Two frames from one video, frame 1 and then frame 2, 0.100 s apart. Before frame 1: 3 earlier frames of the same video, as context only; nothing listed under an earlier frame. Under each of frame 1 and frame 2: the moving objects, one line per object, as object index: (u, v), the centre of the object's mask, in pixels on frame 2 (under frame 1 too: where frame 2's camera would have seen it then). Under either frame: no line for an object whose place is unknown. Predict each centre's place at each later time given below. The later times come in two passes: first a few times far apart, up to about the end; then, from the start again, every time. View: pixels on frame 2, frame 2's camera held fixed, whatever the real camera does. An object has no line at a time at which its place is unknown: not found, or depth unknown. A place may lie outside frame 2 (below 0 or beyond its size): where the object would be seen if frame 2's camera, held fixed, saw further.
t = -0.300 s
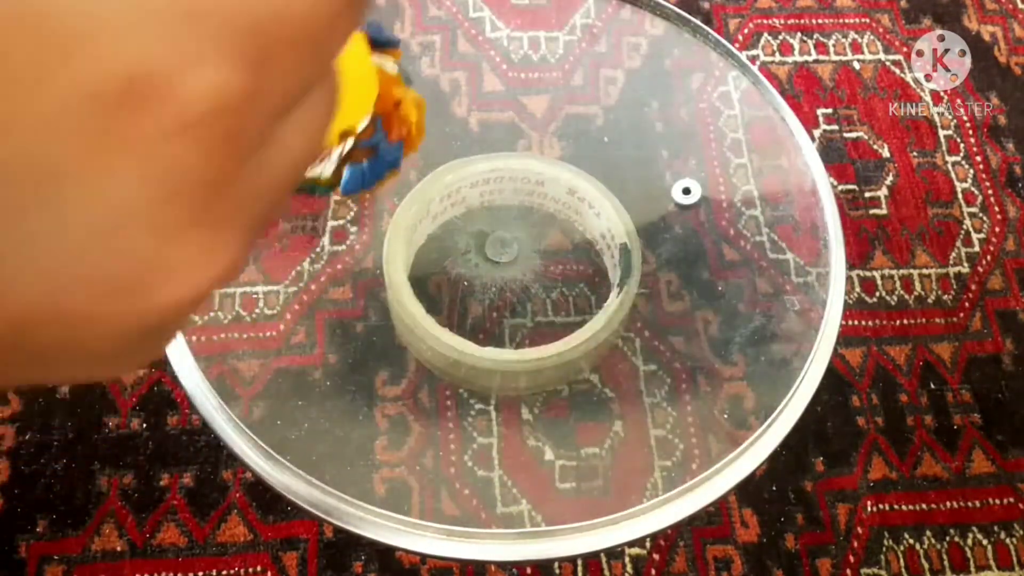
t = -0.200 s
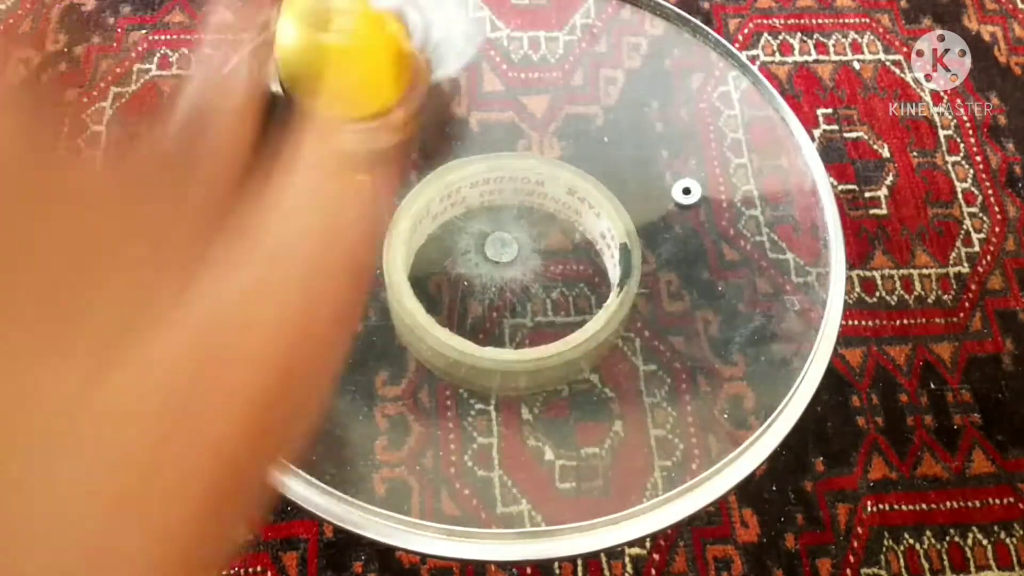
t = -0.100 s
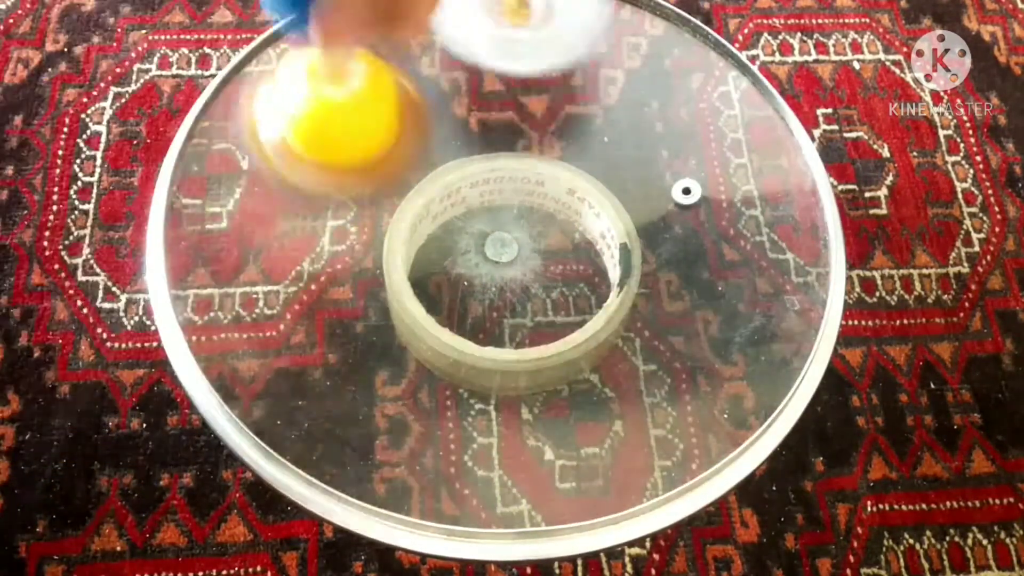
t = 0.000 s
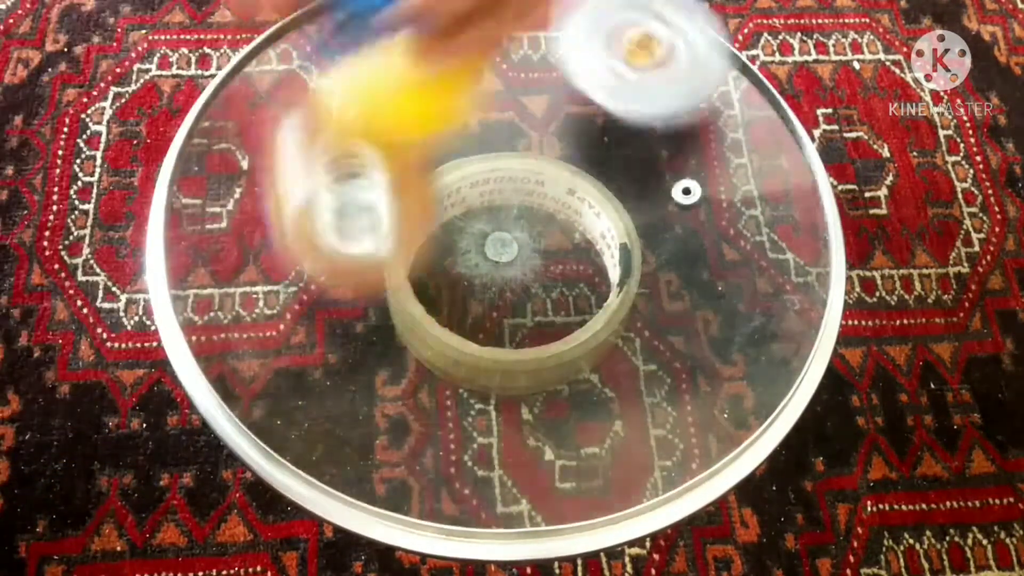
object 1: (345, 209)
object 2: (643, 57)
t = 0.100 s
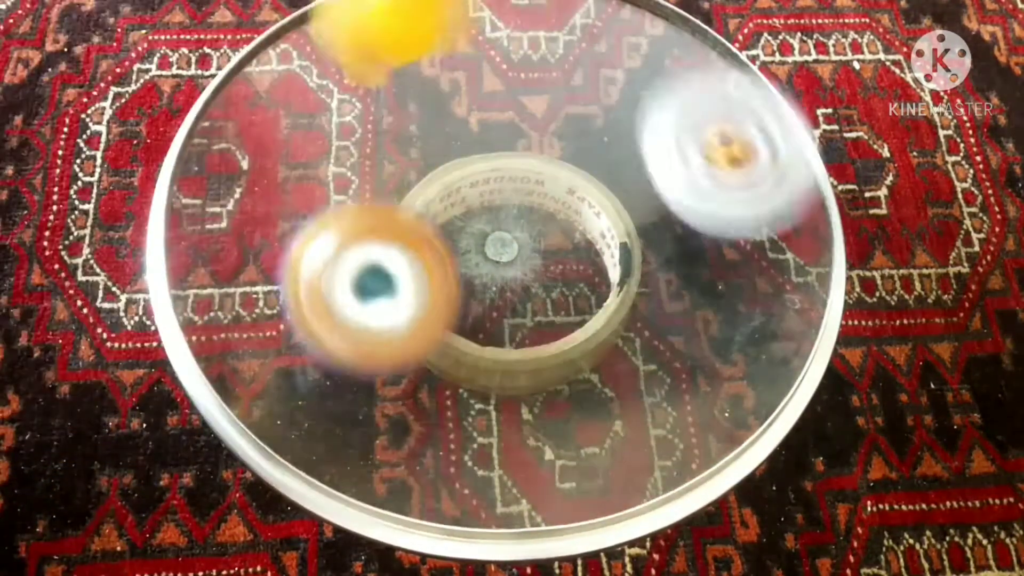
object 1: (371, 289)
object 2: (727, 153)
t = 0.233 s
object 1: (390, 357)
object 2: (687, 321)
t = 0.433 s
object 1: (264, 348)
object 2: (512, 391)
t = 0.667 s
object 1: (254, 61)
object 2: (431, 212)
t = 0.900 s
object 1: (535, 13)
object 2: (730, 188)
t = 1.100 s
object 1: (605, 205)
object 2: (692, 370)
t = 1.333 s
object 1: (273, 140)
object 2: (375, 418)
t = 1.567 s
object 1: (505, 89)
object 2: (528, 286)
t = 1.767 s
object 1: (613, 141)
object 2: (740, 317)
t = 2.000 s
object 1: (406, 331)
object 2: (710, 182)
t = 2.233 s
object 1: (262, 172)
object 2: (532, 101)
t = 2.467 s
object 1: (406, 162)
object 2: (497, 32)
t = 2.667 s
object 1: (481, 272)
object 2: (492, 131)
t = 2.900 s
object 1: (507, 341)
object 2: (455, 225)
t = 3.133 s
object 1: (516, 357)
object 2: (424, 248)
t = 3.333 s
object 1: (553, 329)
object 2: (400, 272)
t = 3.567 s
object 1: (573, 248)
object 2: (418, 291)
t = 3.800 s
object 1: (618, 172)
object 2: (467, 309)
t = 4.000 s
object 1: (646, 136)
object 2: (445, 292)
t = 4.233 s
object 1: (653, 141)
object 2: (431, 287)
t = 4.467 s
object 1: (562, 174)
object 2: (455, 296)
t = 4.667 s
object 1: (462, 142)
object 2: (452, 298)
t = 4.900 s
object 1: (428, 86)
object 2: (454, 298)
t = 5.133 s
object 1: (442, 95)
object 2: (465, 303)
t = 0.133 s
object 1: (377, 311)
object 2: (735, 198)
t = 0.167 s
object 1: (381, 324)
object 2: (732, 242)
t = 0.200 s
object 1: (387, 345)
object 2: (716, 285)
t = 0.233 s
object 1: (390, 357)
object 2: (687, 321)
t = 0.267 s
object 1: (392, 368)
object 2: (649, 353)
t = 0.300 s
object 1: (391, 374)
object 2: (606, 376)
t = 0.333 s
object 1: (360, 382)
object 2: (581, 386)
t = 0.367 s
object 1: (317, 382)
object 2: (568, 391)
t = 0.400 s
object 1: (278, 376)
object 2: (544, 394)
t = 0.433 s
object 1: (264, 348)
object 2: (512, 391)
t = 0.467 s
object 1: (257, 323)
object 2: (474, 383)
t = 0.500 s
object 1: (251, 288)
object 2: (435, 366)
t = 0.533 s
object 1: (241, 244)
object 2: (410, 342)
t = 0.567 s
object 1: (223, 194)
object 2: (403, 313)
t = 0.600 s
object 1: (217, 148)
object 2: (404, 281)
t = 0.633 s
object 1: (223, 101)
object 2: (414, 245)
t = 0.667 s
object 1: (254, 61)
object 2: (431, 212)
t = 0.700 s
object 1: (300, 44)
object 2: (453, 183)
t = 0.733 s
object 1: (356, 35)
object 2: (478, 159)
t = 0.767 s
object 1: (413, 34)
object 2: (514, 139)
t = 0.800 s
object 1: (450, 27)
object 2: (573, 144)
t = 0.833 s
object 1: (482, 14)
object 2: (636, 157)
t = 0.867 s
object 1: (513, 8)
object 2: (691, 171)
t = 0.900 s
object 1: (535, 13)
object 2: (730, 188)
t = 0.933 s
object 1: (564, 21)
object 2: (771, 208)
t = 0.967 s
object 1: (592, 43)
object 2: (798, 234)
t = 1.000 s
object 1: (612, 75)
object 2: (781, 258)
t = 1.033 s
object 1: (633, 128)
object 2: (739, 293)
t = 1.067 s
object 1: (641, 185)
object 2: (723, 339)
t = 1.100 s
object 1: (605, 205)
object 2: (692, 370)
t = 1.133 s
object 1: (559, 223)
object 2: (619, 366)
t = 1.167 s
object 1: (513, 242)
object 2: (519, 376)
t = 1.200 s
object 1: (478, 258)
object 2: (428, 408)
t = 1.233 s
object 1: (425, 264)
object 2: (377, 422)
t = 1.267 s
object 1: (376, 249)
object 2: (359, 396)
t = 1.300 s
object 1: (317, 188)
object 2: (364, 408)
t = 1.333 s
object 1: (273, 140)
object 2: (375, 418)
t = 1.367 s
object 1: (243, 93)
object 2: (397, 400)
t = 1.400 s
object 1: (276, 61)
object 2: (417, 380)
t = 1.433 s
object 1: (321, 53)
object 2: (437, 357)
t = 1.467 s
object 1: (369, 54)
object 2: (461, 337)
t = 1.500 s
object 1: (411, 56)
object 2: (483, 319)
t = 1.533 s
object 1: (454, 68)
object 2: (507, 300)
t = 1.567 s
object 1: (505, 89)
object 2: (528, 286)
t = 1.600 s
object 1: (555, 117)
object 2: (552, 273)
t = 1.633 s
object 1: (599, 144)
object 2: (576, 276)
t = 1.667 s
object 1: (613, 136)
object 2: (632, 301)
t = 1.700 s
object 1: (616, 132)
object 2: (682, 318)
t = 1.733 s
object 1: (616, 132)
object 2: (716, 322)
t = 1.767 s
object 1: (613, 141)
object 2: (740, 317)
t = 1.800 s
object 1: (605, 160)
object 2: (754, 302)
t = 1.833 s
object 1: (592, 184)
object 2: (761, 284)
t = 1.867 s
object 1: (574, 216)
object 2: (760, 266)
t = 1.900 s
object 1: (544, 252)
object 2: (753, 243)
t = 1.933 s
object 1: (510, 283)
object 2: (743, 224)
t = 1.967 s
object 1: (460, 313)
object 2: (729, 201)
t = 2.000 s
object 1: (406, 331)
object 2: (710, 182)
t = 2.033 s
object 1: (353, 341)
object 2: (687, 165)
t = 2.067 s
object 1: (297, 338)
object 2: (662, 150)
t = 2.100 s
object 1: (249, 320)
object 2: (634, 134)
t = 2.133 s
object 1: (229, 285)
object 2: (609, 122)
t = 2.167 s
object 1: (239, 252)
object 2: (582, 114)
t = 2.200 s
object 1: (245, 212)
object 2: (556, 105)
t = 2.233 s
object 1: (262, 172)
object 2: (532, 101)
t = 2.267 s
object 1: (293, 133)
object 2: (509, 97)
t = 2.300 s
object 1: (328, 103)
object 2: (488, 87)
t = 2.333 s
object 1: (340, 100)
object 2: (487, 64)
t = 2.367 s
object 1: (348, 109)
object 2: (492, 42)
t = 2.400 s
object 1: (364, 123)
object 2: (500, 33)
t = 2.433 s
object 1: (385, 143)
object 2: (499, 29)
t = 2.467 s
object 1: (406, 162)
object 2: (497, 32)
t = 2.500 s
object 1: (425, 183)
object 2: (493, 40)
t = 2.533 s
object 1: (440, 203)
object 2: (490, 50)
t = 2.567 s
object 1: (456, 226)
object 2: (489, 63)
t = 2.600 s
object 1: (467, 243)
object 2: (490, 80)
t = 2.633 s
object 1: (478, 259)
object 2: (490, 107)
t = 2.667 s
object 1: (481, 272)
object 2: (492, 131)
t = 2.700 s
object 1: (481, 280)
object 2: (496, 149)
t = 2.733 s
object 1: (481, 283)
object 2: (500, 165)
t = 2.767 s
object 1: (482, 294)
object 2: (506, 181)
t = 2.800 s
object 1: (484, 305)
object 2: (504, 191)
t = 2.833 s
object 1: (493, 321)
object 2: (488, 201)
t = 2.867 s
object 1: (501, 329)
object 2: (468, 212)
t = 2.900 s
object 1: (507, 341)
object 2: (455, 225)
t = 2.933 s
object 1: (514, 350)
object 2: (446, 234)
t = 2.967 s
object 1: (518, 354)
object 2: (439, 240)
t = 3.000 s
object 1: (521, 357)
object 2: (433, 244)
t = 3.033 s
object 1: (522, 358)
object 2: (430, 247)
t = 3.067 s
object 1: (520, 359)
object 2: (428, 248)
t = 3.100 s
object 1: (517, 359)
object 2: (425, 247)
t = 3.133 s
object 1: (516, 357)
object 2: (424, 248)
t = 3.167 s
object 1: (526, 355)
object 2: (418, 251)
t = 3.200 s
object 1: (537, 353)
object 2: (411, 258)
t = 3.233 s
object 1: (544, 351)
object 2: (405, 265)
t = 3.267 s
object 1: (548, 346)
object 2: (401, 268)
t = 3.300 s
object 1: (551, 338)
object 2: (403, 272)
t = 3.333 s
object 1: (553, 329)
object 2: (400, 272)
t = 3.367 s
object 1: (553, 320)
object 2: (401, 275)
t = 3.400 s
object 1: (552, 310)
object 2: (399, 274)
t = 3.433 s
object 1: (554, 298)
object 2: (403, 277)
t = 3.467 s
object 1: (557, 285)
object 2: (408, 279)
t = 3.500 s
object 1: (562, 273)
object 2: (409, 282)
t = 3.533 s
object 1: (567, 260)
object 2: (413, 287)
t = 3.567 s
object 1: (573, 248)
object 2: (418, 291)
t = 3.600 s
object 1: (580, 237)
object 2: (423, 293)
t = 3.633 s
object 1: (586, 225)
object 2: (430, 295)
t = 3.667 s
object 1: (592, 213)
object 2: (439, 296)
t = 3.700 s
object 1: (598, 202)
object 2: (449, 299)
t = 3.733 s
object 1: (605, 191)
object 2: (458, 303)
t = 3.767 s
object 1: (612, 181)
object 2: (464, 307)
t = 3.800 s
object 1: (618, 172)
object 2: (467, 309)
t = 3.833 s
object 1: (626, 164)
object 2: (467, 309)
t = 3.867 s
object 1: (630, 157)
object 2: (466, 307)
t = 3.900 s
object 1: (636, 150)
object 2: (463, 305)
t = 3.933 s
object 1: (640, 145)
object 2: (458, 300)
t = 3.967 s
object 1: (644, 139)
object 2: (452, 296)
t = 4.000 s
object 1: (646, 136)
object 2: (445, 292)
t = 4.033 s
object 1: (649, 132)
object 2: (440, 290)
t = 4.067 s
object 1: (650, 130)
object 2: (436, 289)
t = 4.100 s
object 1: (652, 129)
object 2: (433, 288)
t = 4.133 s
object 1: (654, 130)
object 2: (431, 287)
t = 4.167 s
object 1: (655, 132)
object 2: (430, 287)
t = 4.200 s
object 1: (655, 136)
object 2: (429, 287)
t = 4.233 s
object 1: (653, 141)
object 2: (431, 287)
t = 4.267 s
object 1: (649, 147)
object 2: (433, 287)
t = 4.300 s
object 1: (643, 152)
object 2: (436, 288)
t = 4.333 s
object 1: (631, 156)
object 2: (439, 289)
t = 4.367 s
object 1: (617, 161)
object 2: (443, 290)
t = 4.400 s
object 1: (600, 166)
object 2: (447, 292)
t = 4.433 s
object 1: (582, 172)
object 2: (451, 294)
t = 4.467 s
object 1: (562, 174)
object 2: (455, 296)
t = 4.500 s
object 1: (541, 173)
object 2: (459, 298)
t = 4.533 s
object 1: (520, 173)
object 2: (462, 300)
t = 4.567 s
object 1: (501, 171)
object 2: (463, 301)
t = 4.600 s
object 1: (484, 163)
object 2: (460, 300)
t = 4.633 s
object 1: (472, 154)
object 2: (456, 299)
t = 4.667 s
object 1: (462, 142)
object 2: (452, 298)
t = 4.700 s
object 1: (453, 131)
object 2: (449, 296)
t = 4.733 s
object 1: (447, 121)
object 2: (447, 295)
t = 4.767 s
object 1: (441, 112)
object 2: (446, 295)
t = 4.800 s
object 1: (436, 104)
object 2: (446, 295)
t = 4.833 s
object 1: (432, 96)
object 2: (448, 295)
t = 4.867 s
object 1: (429, 90)
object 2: (452, 297)
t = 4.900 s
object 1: (428, 86)
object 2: (454, 298)
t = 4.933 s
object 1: (429, 83)
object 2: (457, 299)
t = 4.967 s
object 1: (430, 82)
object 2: (461, 300)
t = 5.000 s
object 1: (431, 83)
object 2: (464, 302)
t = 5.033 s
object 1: (432, 83)
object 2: (465, 303)
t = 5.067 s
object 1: (434, 84)
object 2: (466, 303)
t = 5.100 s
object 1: (437, 89)
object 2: (466, 303)
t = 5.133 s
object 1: (442, 95)
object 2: (465, 303)
